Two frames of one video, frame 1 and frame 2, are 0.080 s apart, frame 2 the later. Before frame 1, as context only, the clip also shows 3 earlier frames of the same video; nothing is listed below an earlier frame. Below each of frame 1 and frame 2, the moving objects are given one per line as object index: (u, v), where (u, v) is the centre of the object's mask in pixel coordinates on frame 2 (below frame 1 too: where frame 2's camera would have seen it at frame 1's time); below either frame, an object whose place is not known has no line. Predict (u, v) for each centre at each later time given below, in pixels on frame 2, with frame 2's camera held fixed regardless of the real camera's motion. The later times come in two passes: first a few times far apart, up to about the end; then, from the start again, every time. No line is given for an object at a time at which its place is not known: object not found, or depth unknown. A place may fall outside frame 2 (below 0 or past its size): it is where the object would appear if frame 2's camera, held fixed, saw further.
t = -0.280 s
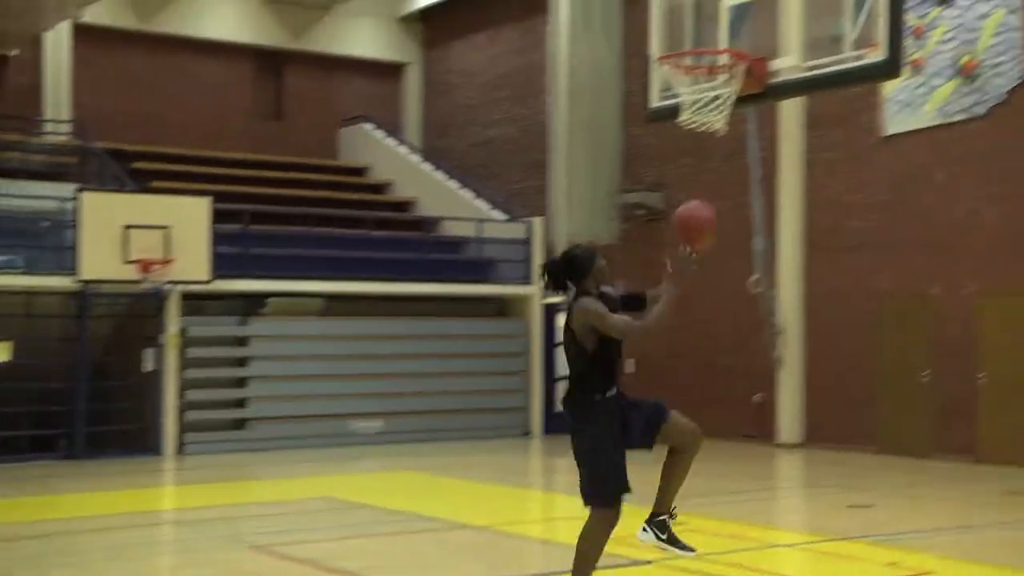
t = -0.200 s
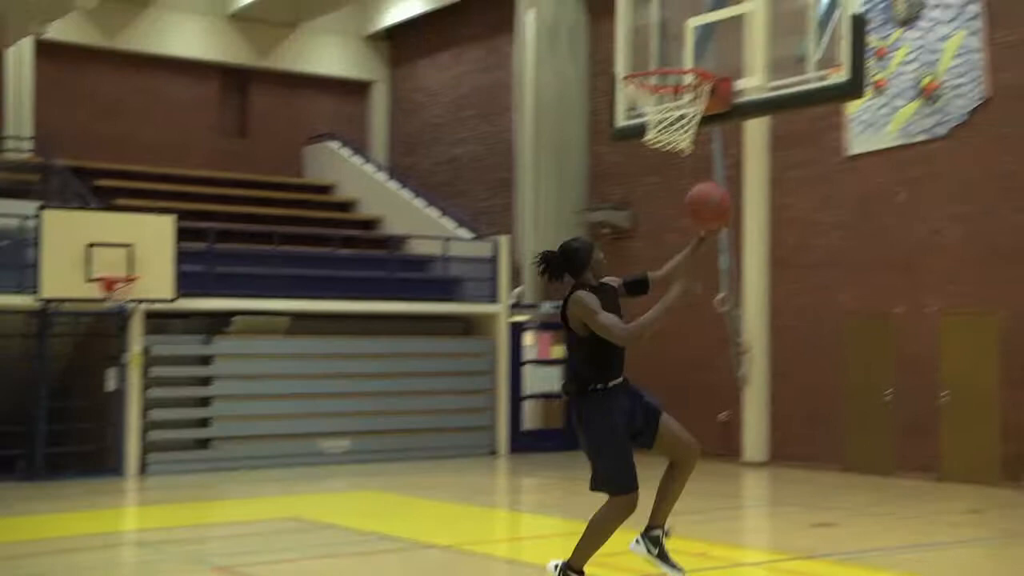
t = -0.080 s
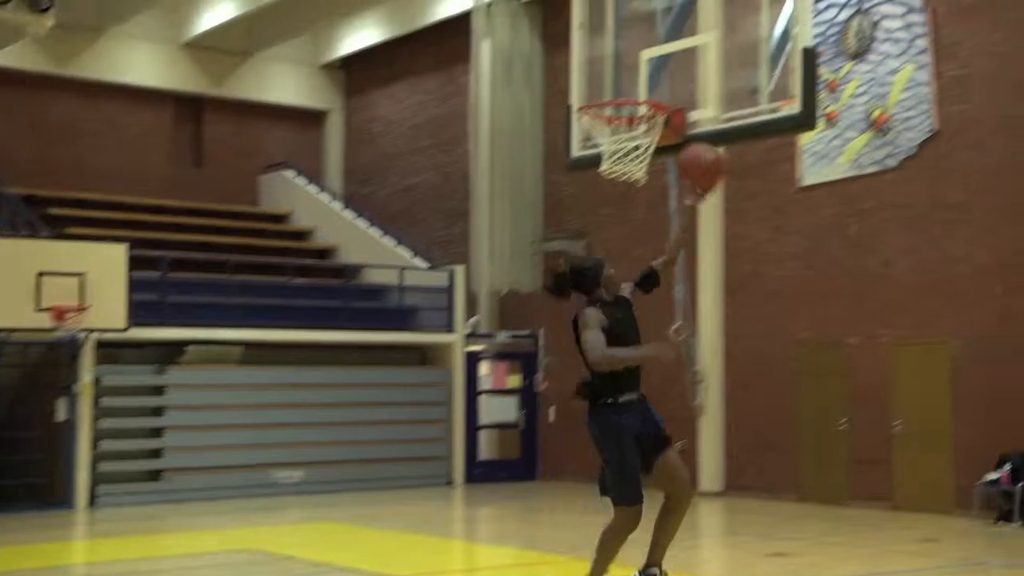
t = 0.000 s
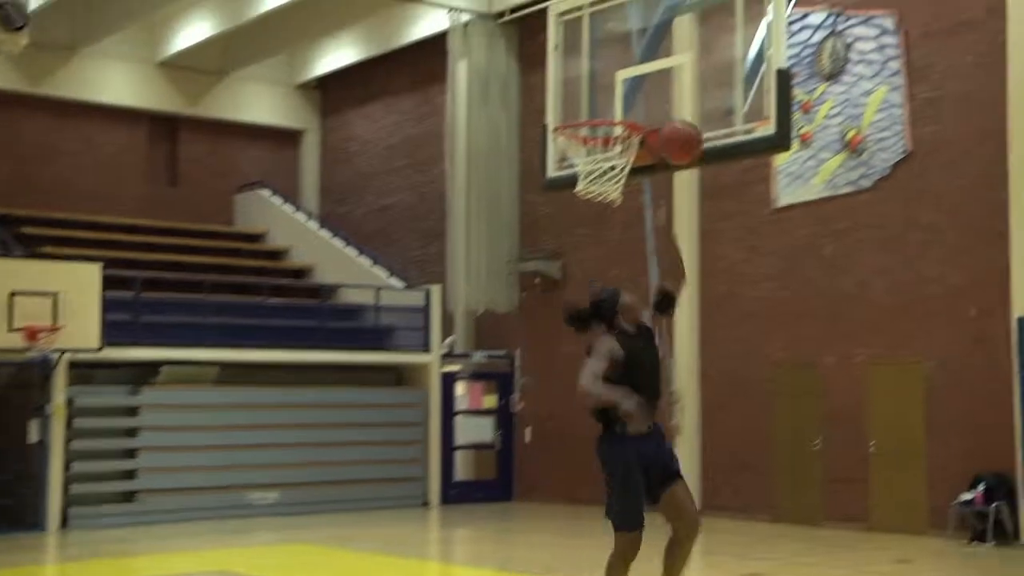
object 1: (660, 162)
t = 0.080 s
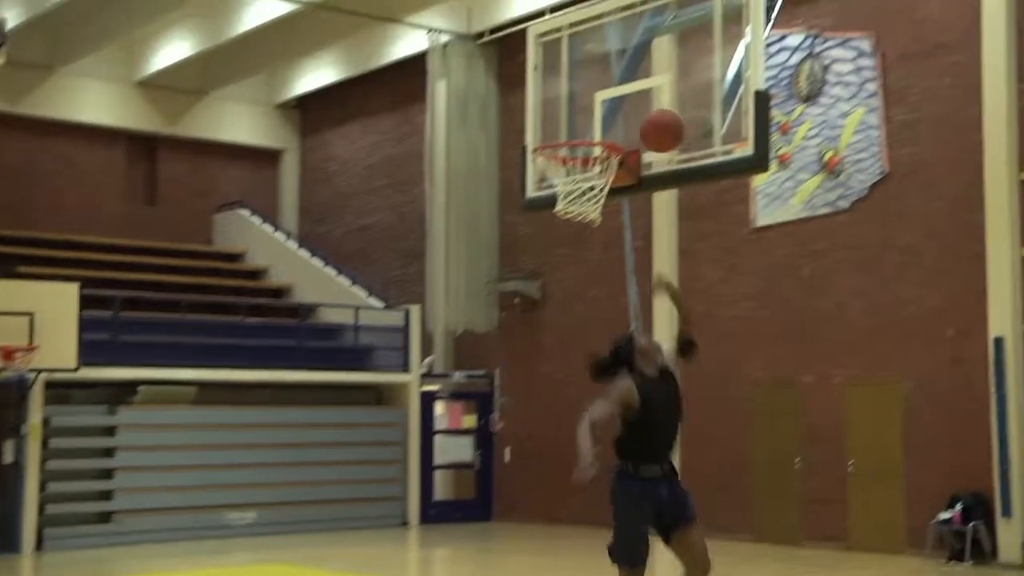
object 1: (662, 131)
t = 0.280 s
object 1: (629, 98)
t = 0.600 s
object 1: (586, 126)
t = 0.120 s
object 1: (658, 119)
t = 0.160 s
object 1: (651, 109)
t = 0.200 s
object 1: (644, 102)
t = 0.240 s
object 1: (636, 99)
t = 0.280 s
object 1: (629, 98)
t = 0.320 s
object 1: (622, 100)
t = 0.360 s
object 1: (615, 106)
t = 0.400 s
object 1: (607, 114)
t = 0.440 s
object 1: (600, 124)
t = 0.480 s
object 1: (595, 123)
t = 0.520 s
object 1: (593, 121)
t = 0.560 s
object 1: (591, 123)
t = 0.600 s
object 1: (586, 126)
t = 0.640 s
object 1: (583, 130)
